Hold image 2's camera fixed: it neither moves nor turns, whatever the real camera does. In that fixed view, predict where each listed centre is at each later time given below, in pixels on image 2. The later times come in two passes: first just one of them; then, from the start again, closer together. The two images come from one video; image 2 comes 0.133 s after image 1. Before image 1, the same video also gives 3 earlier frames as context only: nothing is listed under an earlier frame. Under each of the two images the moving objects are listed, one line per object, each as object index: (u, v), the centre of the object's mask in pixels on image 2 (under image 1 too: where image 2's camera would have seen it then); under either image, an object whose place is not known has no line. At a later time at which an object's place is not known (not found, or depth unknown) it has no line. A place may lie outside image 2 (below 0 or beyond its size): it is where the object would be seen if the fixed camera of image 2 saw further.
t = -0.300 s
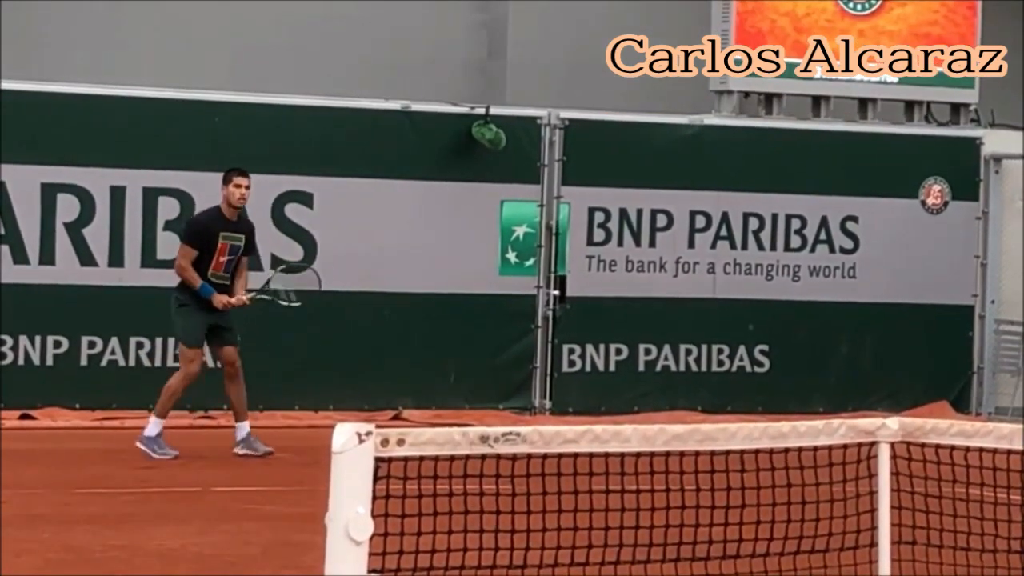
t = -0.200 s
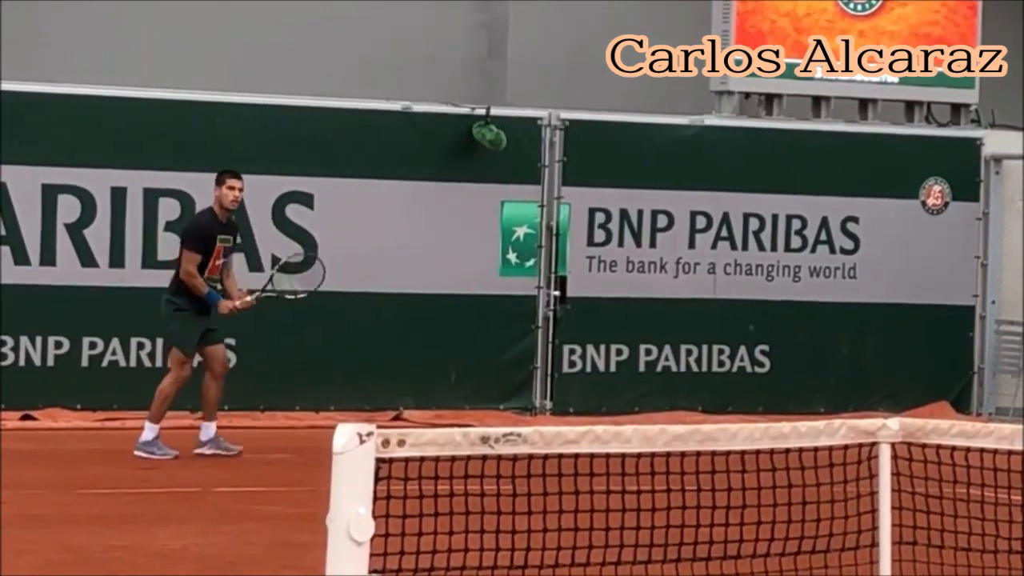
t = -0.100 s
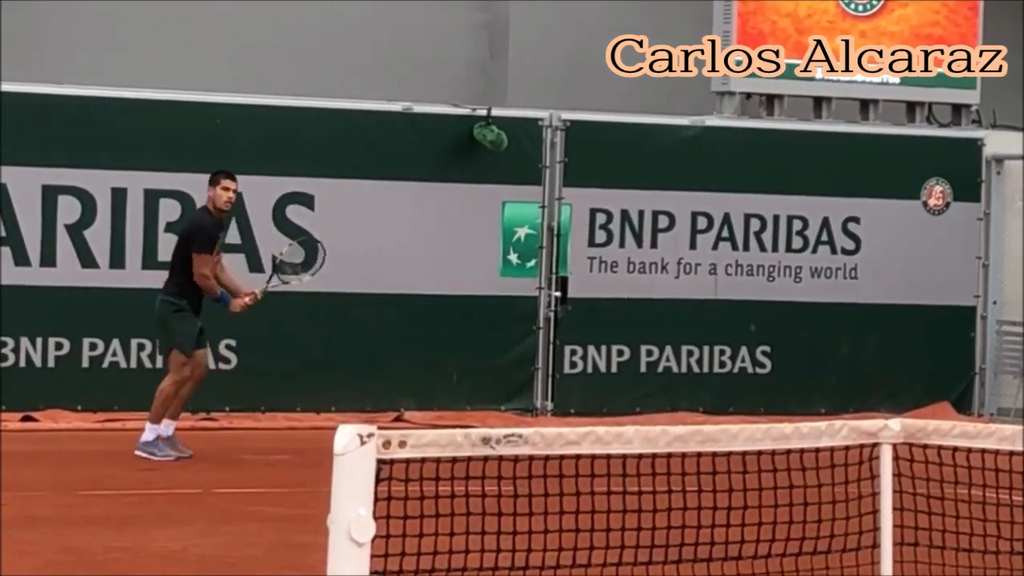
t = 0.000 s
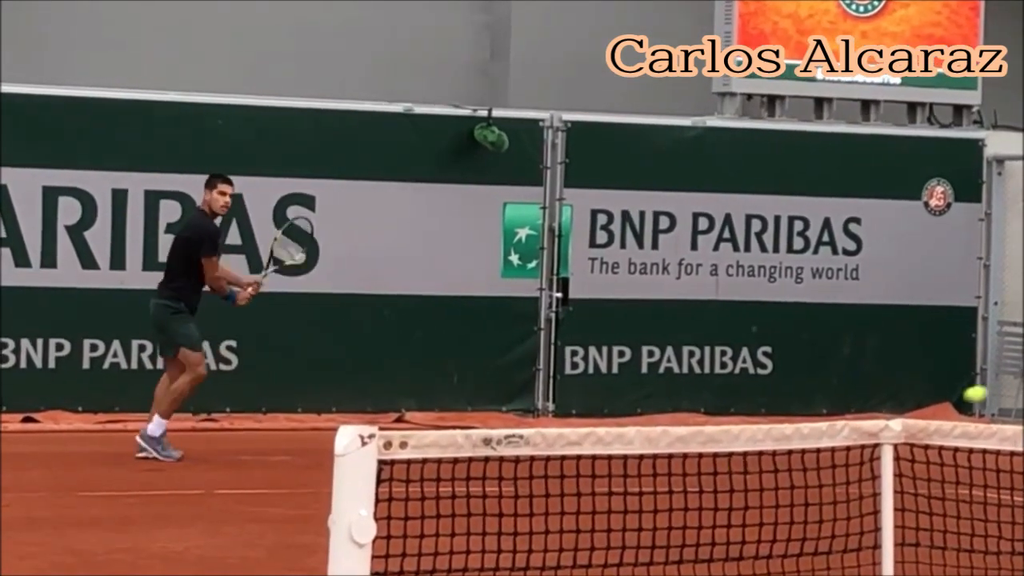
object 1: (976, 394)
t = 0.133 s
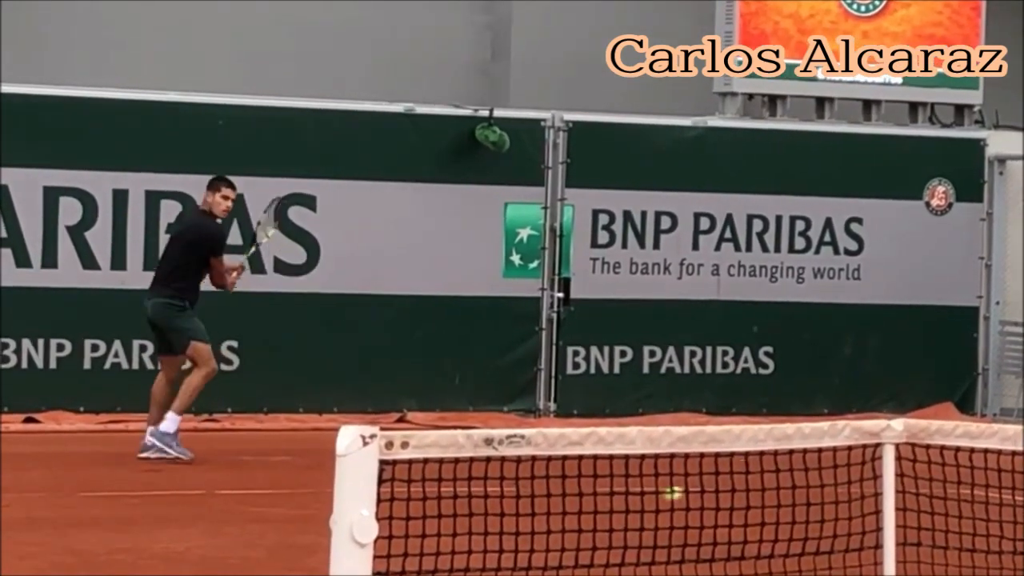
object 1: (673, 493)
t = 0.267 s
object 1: (526, 406)
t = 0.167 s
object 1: (618, 503)
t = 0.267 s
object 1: (526, 406)
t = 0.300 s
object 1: (497, 381)
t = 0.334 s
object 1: (470, 359)
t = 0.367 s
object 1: (443, 341)
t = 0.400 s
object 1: (418, 325)
